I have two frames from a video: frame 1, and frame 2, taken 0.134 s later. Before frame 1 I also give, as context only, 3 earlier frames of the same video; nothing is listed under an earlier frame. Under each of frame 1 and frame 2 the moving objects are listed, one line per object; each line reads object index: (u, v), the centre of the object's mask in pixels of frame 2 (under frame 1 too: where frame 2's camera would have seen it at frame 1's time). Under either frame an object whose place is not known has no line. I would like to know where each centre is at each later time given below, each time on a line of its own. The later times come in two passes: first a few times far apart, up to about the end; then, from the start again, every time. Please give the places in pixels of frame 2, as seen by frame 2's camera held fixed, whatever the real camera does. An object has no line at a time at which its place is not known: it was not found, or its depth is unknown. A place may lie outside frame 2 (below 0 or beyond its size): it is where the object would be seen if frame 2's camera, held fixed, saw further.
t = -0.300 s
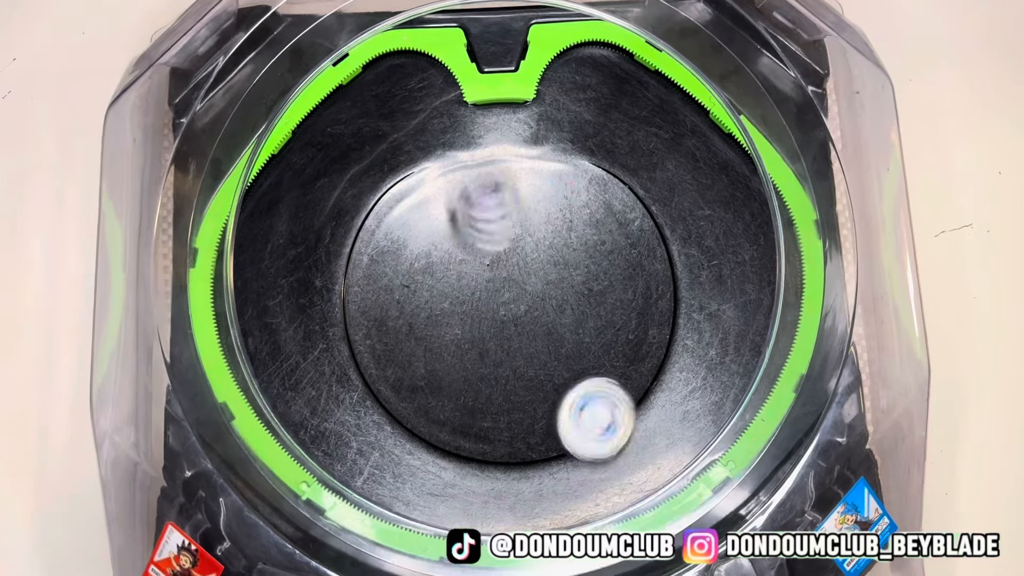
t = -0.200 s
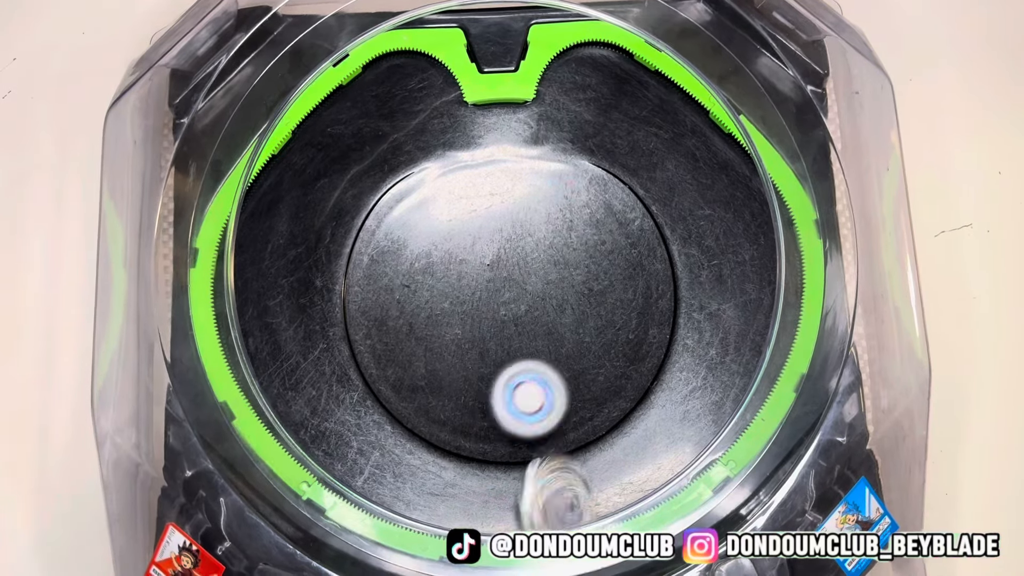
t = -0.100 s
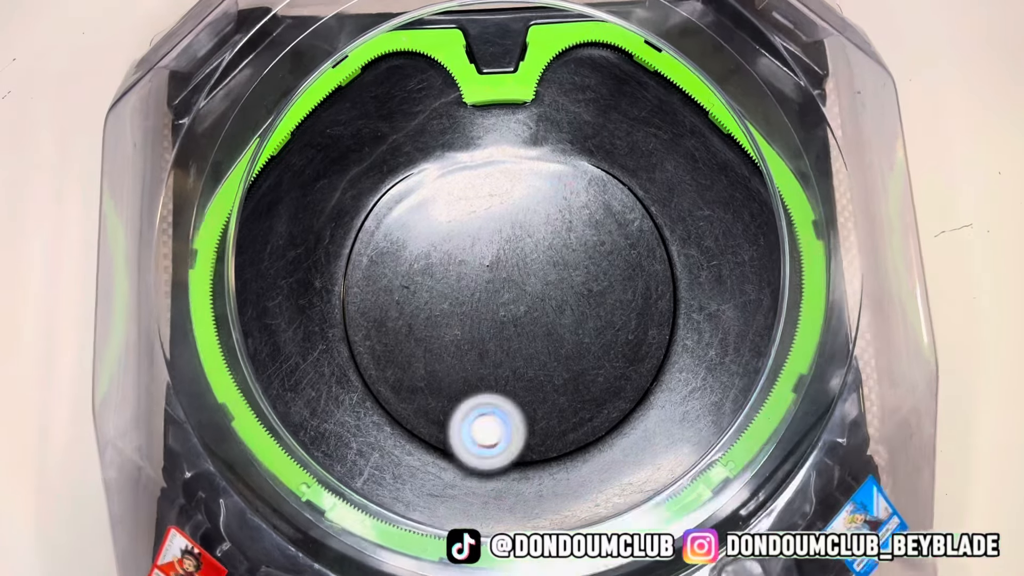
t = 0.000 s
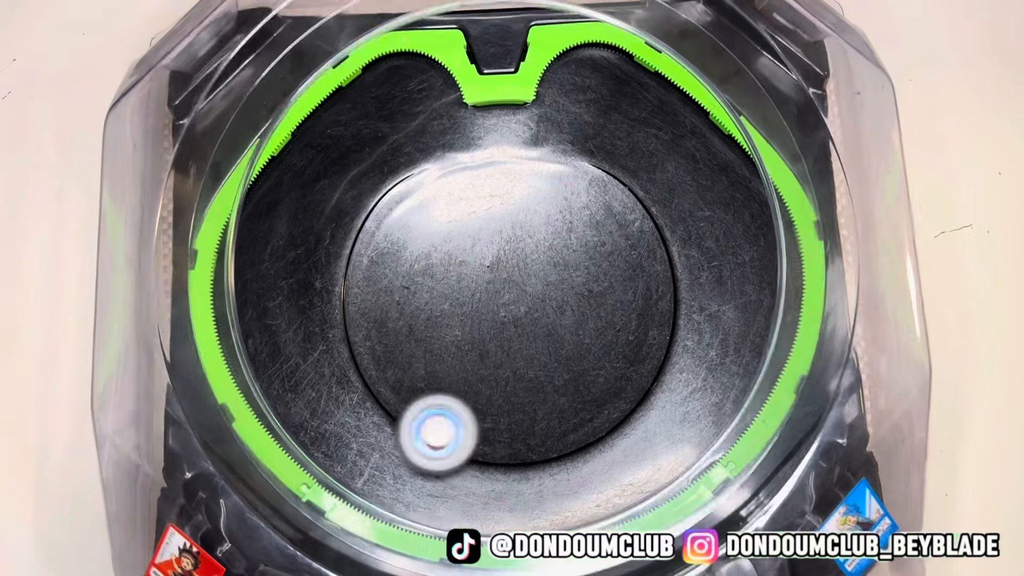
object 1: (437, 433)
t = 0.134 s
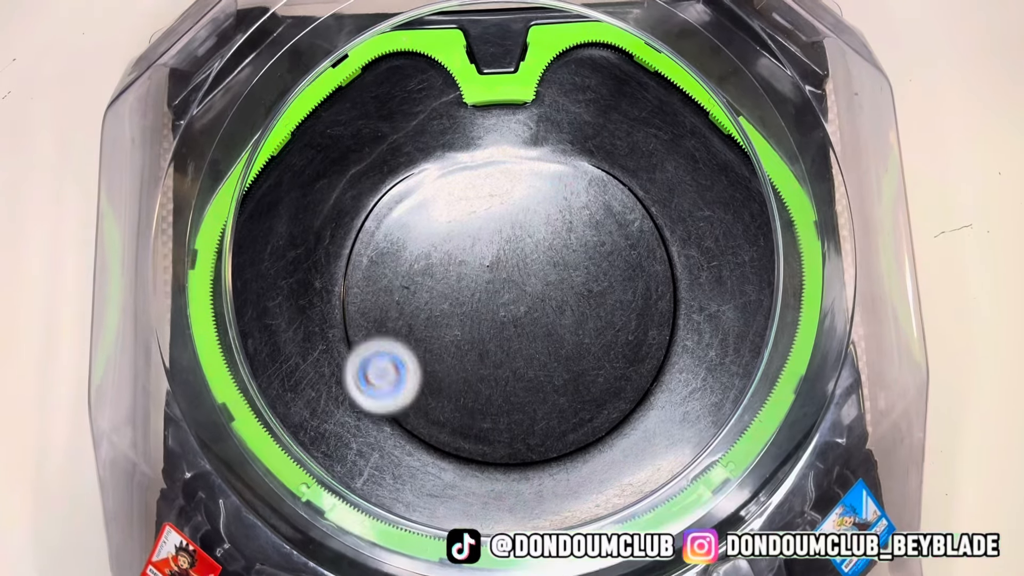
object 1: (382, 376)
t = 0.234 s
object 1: (377, 302)
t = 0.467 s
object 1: (540, 186)
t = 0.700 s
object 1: (666, 300)
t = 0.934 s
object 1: (516, 450)
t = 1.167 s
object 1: (360, 317)
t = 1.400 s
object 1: (468, 118)
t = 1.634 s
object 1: (675, 189)
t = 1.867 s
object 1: (735, 315)
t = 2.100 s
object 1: (617, 435)
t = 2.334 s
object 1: (377, 384)
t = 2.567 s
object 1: (413, 167)
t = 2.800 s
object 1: (616, 156)
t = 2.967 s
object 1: (650, 300)
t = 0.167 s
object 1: (375, 354)
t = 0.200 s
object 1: (372, 329)
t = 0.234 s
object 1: (377, 302)
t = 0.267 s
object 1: (387, 276)
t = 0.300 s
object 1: (404, 251)
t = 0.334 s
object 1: (424, 230)
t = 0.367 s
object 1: (449, 212)
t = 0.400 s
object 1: (479, 201)
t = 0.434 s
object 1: (510, 190)
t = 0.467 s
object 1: (540, 186)
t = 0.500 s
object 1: (569, 186)
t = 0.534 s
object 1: (600, 192)
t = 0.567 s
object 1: (626, 203)
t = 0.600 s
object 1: (650, 219)
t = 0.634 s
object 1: (670, 240)
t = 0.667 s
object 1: (671, 269)
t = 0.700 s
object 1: (666, 300)
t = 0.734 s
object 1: (660, 332)
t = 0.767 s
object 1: (652, 362)
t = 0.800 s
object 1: (635, 390)
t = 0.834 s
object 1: (608, 411)
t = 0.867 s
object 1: (580, 431)
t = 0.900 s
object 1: (549, 445)
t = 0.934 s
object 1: (516, 450)
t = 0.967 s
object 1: (483, 449)
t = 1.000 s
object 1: (452, 440)
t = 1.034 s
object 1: (424, 424)
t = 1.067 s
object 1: (400, 403)
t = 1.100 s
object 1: (381, 377)
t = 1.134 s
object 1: (368, 350)
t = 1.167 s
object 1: (360, 317)
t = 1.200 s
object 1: (358, 286)
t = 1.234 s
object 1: (362, 253)
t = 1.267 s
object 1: (374, 220)
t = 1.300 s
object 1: (392, 188)
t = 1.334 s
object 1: (414, 161)
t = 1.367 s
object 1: (440, 137)
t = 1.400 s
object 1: (468, 118)
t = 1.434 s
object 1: (500, 101)
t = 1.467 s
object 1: (534, 107)
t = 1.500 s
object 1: (568, 123)
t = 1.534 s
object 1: (601, 138)
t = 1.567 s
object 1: (629, 155)
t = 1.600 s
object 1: (654, 172)
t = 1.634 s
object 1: (675, 189)
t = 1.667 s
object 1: (694, 207)
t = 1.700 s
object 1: (709, 224)
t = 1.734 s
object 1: (721, 240)
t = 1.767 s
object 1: (730, 258)
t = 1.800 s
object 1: (736, 277)
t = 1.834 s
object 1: (737, 296)
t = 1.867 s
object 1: (735, 315)
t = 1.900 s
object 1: (730, 335)
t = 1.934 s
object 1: (722, 355)
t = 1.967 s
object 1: (710, 374)
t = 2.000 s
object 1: (692, 392)
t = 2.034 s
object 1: (671, 409)
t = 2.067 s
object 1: (645, 423)
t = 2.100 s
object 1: (617, 435)
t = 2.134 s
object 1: (585, 442)
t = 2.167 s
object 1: (552, 448)
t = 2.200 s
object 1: (514, 446)
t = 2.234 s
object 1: (476, 439)
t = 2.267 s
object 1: (440, 426)
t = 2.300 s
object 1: (406, 407)
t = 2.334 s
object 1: (377, 384)
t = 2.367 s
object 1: (353, 356)
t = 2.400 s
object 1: (347, 322)
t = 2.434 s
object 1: (345, 287)
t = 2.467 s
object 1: (348, 251)
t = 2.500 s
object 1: (364, 220)
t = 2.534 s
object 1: (385, 189)
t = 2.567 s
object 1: (413, 167)
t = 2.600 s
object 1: (445, 150)
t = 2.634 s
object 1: (478, 137)
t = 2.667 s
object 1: (510, 129)
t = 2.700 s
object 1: (542, 128)
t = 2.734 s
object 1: (569, 132)
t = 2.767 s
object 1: (595, 143)
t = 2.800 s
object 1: (616, 156)
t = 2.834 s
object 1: (631, 176)
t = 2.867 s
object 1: (643, 201)
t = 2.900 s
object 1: (651, 231)
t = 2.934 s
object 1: (653, 265)
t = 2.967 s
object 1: (650, 300)
